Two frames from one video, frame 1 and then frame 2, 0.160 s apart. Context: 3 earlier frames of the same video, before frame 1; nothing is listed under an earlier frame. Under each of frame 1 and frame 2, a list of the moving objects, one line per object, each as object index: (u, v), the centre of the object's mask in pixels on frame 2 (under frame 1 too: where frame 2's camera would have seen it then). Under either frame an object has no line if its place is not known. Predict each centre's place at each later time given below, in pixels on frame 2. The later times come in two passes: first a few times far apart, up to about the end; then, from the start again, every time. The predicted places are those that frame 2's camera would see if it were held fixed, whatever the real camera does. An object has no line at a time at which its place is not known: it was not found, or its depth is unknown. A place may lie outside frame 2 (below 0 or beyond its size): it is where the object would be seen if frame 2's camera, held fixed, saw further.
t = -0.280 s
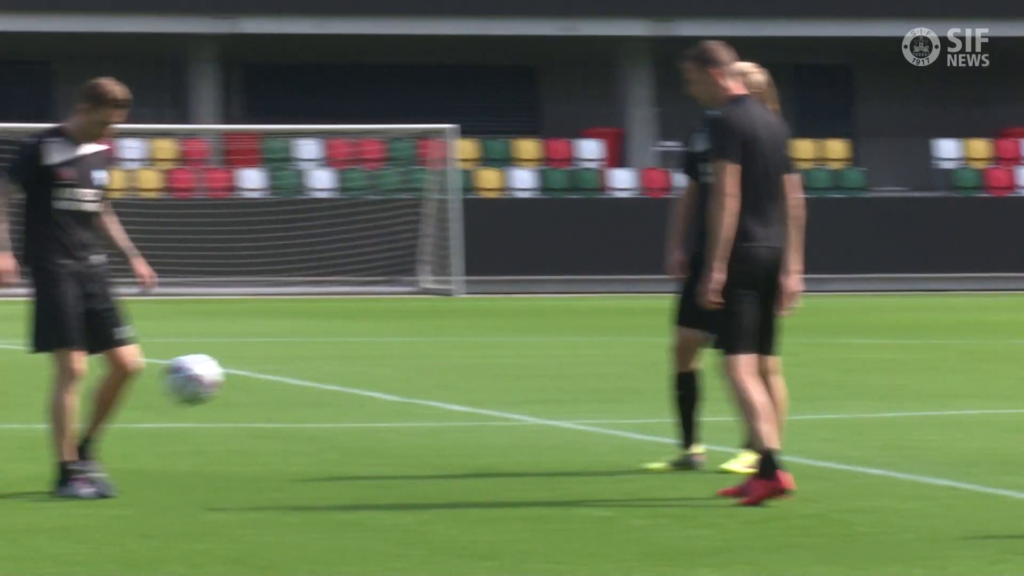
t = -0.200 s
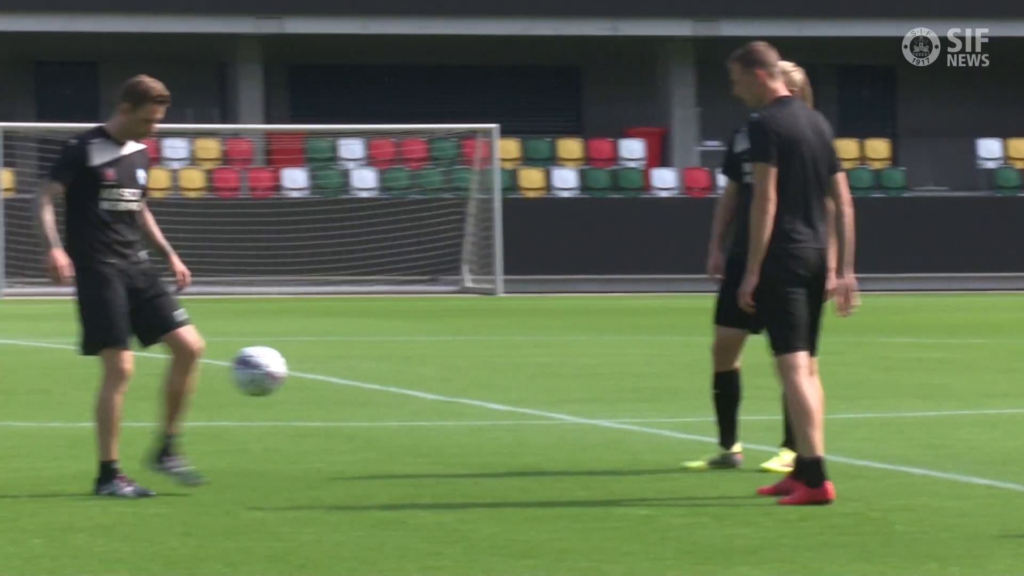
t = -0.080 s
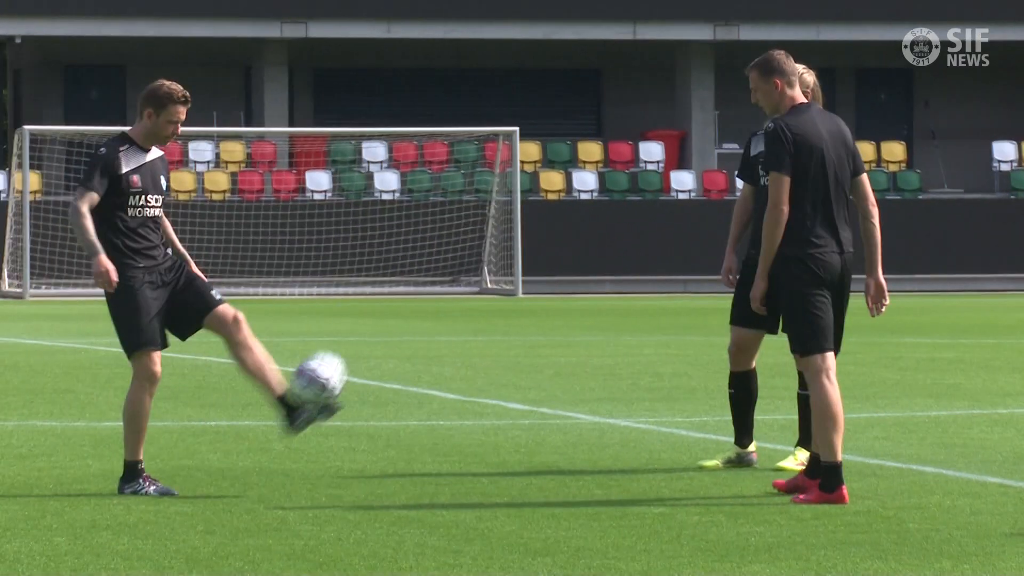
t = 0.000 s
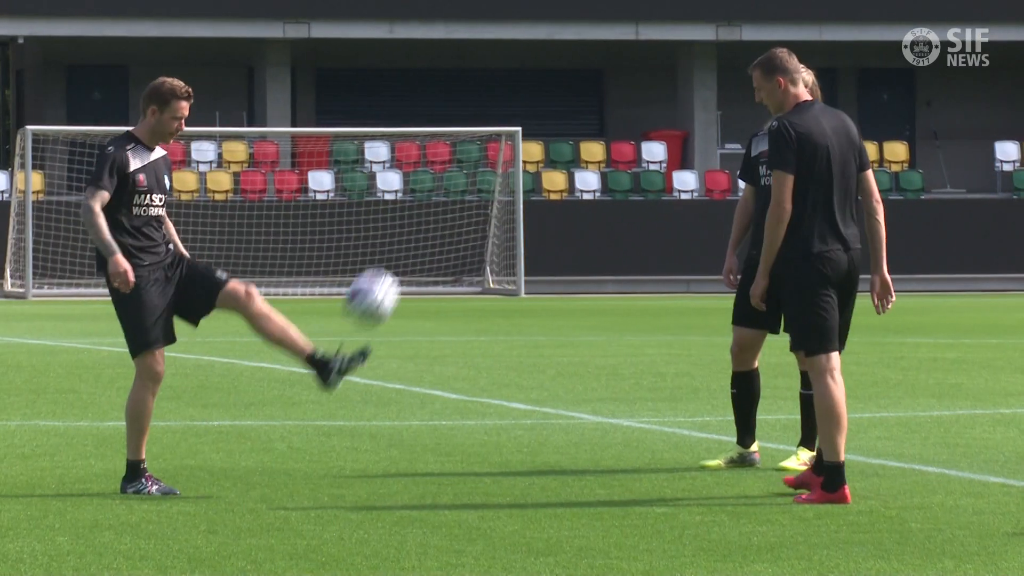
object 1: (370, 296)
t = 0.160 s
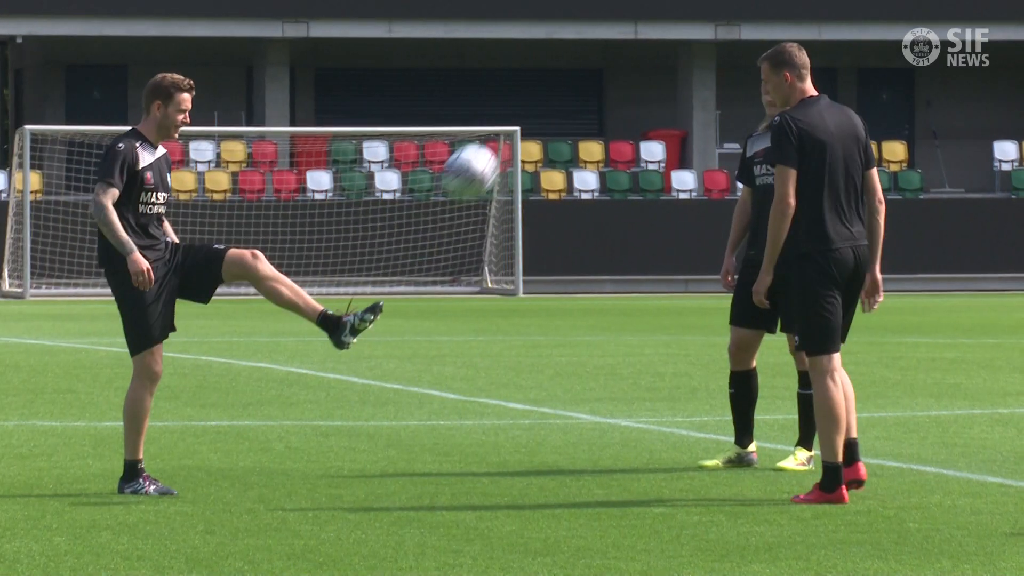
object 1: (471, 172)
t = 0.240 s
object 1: (522, 128)
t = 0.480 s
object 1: (671, 87)
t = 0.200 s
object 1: (497, 148)
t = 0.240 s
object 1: (522, 128)
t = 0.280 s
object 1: (545, 113)
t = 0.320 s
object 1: (571, 101)
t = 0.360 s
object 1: (595, 92)
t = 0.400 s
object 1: (620, 87)
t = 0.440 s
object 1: (645, 85)
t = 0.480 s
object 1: (671, 87)
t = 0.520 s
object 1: (697, 92)
